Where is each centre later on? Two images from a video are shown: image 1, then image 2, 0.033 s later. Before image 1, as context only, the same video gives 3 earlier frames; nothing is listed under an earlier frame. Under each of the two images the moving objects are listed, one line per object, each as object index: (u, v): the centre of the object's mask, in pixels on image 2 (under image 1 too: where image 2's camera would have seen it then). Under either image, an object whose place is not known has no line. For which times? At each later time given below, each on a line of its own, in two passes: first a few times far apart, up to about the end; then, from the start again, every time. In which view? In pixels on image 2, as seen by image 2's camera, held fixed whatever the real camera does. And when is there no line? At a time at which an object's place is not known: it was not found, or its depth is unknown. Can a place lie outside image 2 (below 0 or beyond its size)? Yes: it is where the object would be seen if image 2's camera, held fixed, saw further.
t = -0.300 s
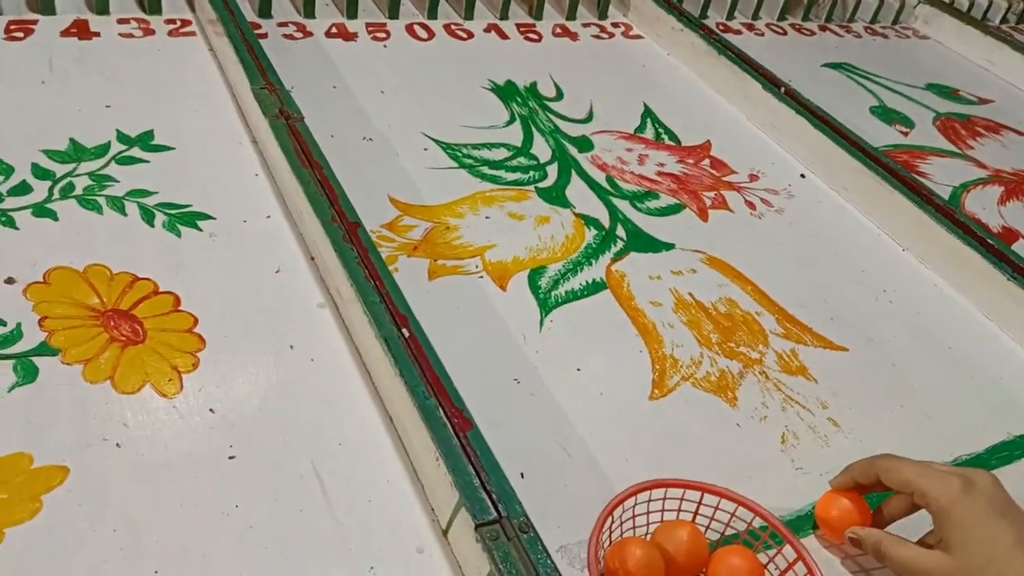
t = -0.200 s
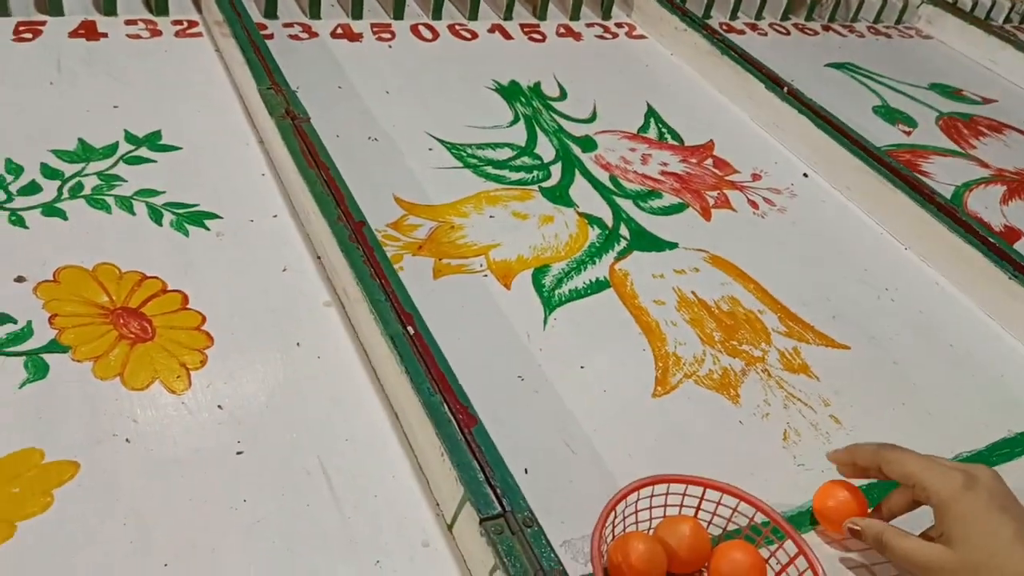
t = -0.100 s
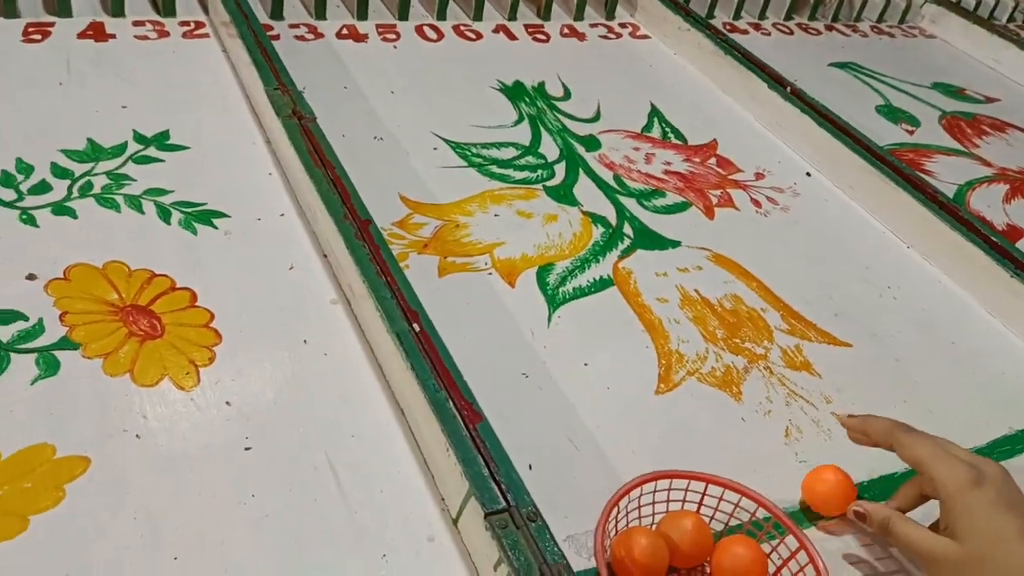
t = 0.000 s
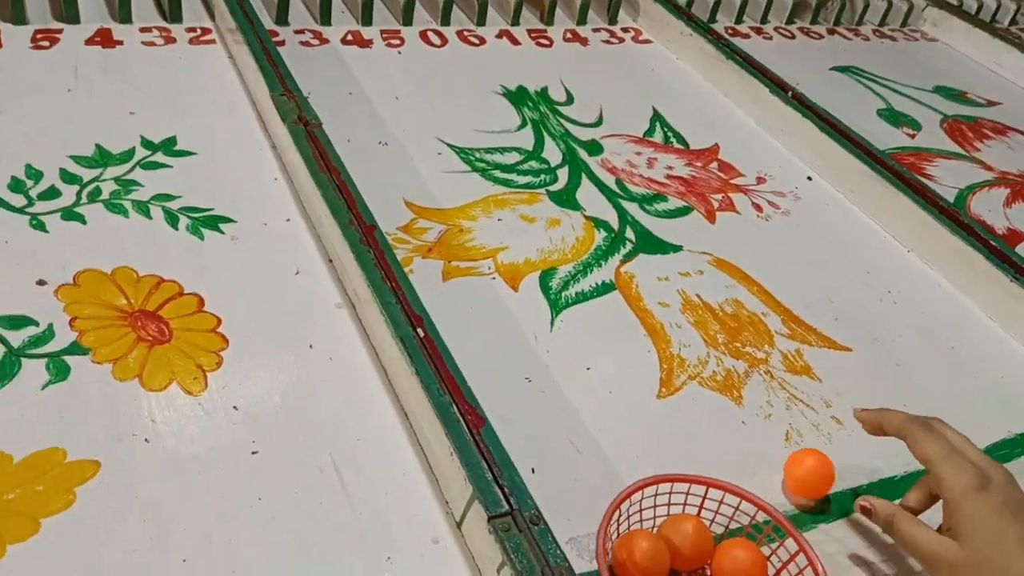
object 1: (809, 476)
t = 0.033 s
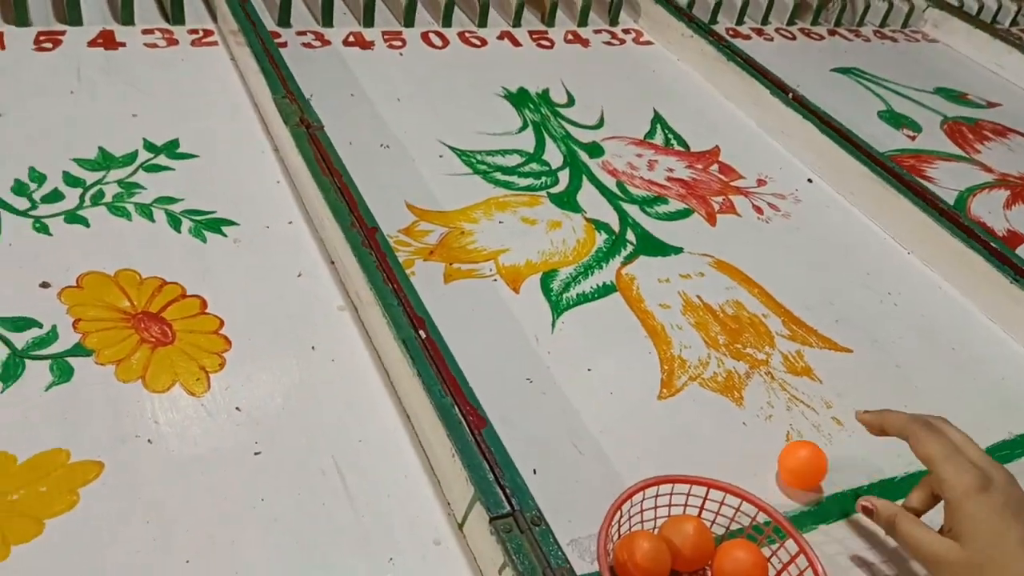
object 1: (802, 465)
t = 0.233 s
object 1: (739, 378)
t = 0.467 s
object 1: (650, 254)
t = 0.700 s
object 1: (558, 136)
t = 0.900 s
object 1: (487, 38)
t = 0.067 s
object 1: (793, 453)
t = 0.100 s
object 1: (783, 440)
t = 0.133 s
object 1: (773, 425)
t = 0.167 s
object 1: (761, 409)
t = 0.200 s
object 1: (750, 392)
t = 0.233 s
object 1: (739, 378)
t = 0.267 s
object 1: (727, 361)
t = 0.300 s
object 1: (715, 344)
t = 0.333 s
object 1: (702, 327)
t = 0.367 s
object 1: (688, 308)
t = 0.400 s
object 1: (675, 290)
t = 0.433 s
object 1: (664, 274)
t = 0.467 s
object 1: (650, 254)
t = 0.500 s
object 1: (636, 236)
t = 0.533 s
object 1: (623, 221)
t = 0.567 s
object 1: (610, 204)
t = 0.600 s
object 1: (596, 187)
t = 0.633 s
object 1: (583, 167)
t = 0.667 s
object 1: (571, 152)
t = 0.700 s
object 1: (558, 136)
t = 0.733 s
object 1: (546, 119)
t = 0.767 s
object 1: (534, 103)
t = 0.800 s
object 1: (522, 83)
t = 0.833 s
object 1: (510, 70)
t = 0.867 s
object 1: (498, 57)
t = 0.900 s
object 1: (487, 38)
